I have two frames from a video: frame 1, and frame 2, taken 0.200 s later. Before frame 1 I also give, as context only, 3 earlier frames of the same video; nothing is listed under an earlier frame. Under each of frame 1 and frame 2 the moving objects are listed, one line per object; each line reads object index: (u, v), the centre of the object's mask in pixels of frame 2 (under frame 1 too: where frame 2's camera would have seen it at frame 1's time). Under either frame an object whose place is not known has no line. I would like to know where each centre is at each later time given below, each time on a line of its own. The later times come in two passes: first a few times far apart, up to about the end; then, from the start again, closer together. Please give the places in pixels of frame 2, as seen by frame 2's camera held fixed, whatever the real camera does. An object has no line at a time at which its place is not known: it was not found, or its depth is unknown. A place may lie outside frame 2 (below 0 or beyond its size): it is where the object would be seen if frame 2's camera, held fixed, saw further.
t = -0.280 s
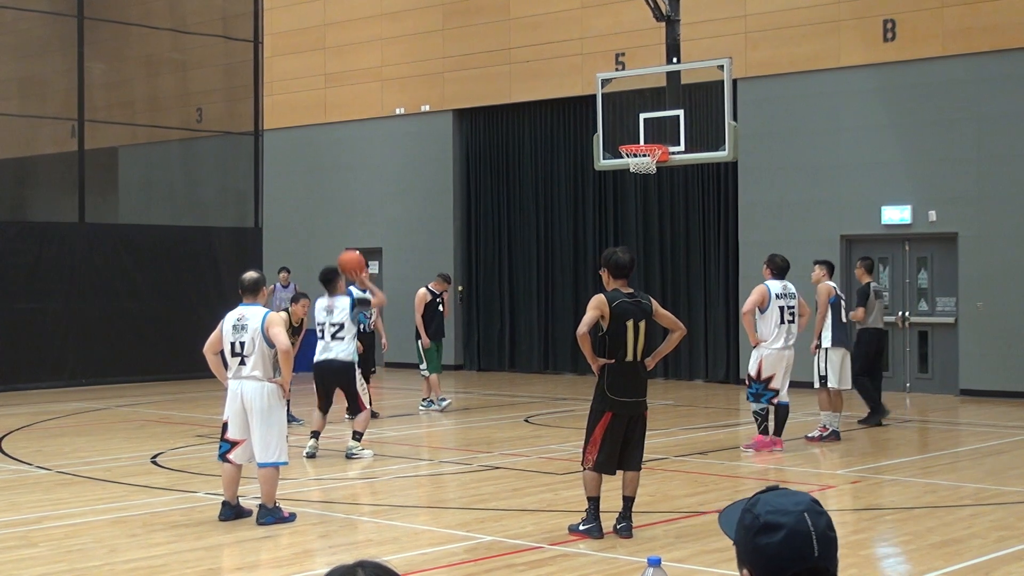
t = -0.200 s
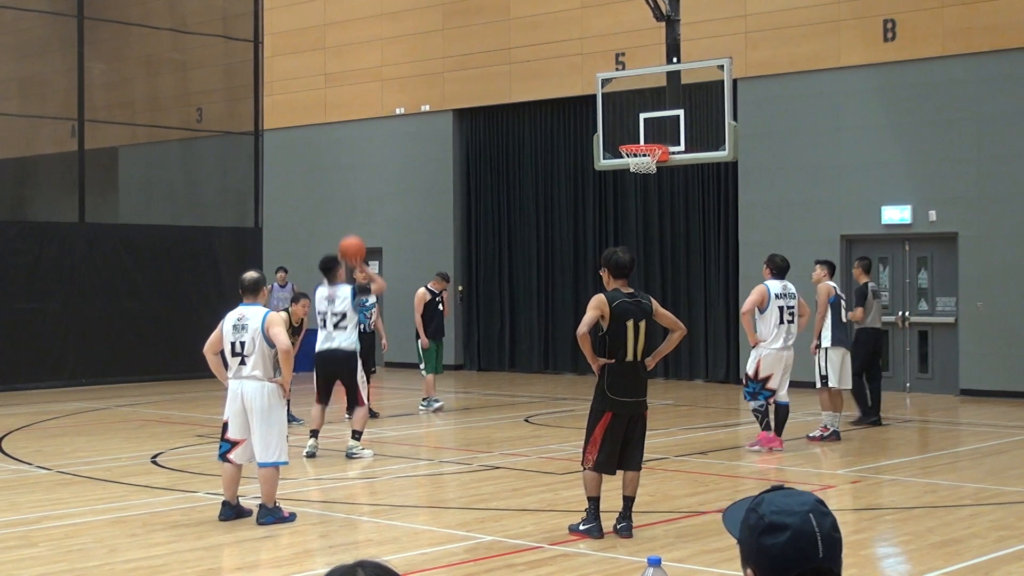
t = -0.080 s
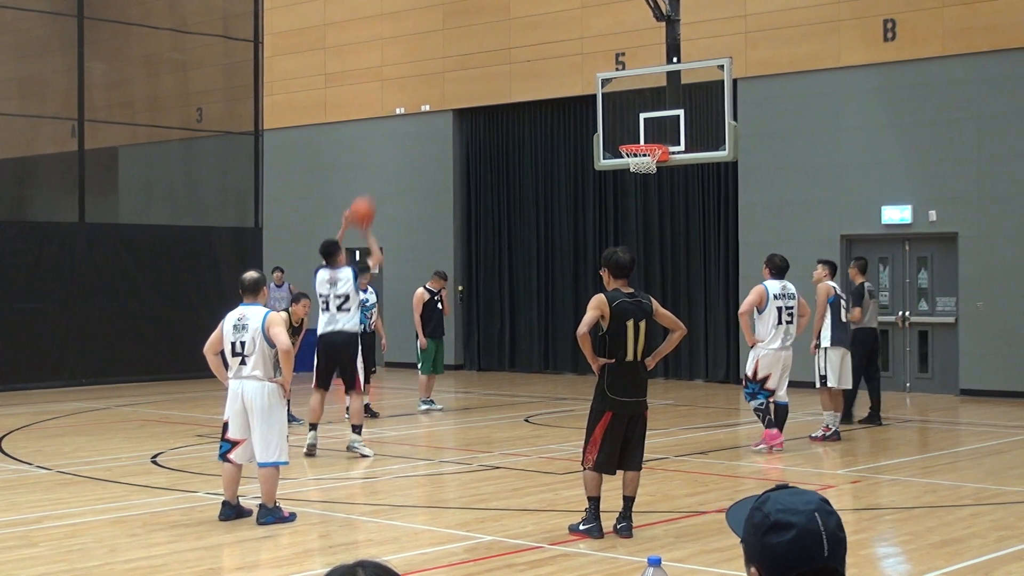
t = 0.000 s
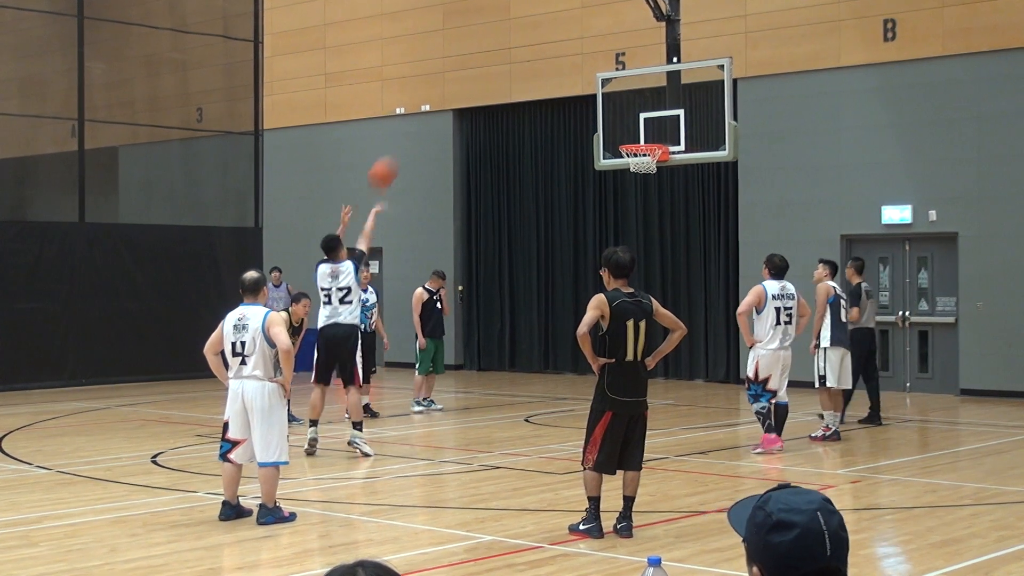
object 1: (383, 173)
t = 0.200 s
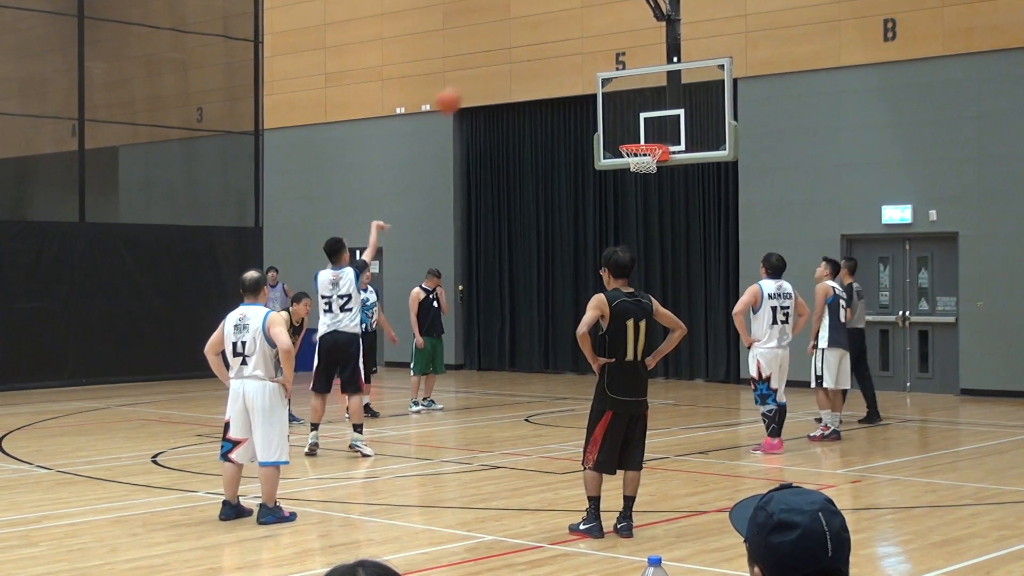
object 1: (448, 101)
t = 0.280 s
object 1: (472, 85)
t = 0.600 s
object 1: (559, 82)
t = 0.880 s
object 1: (615, 128)
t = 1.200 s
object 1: (593, 105)
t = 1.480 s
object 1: (575, 155)
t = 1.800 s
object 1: (557, 290)
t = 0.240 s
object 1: (460, 92)
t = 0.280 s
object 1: (472, 85)
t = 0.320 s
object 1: (483, 80)
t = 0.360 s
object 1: (495, 76)
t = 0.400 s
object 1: (505, 73)
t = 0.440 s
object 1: (516, 73)
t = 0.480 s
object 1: (527, 73)
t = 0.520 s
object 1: (538, 75)
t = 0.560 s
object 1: (549, 78)
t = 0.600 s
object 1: (559, 82)
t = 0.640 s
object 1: (570, 89)
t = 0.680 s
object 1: (580, 97)
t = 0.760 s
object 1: (599, 115)
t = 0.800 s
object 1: (610, 127)
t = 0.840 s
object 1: (617, 135)
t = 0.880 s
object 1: (615, 128)
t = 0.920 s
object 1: (612, 120)
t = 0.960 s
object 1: (610, 114)
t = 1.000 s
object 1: (607, 109)
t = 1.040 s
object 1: (604, 105)
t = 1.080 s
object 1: (601, 103)
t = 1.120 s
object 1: (598, 102)
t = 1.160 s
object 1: (596, 103)
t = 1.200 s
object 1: (593, 105)
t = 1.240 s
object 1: (590, 108)
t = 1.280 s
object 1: (587, 112)
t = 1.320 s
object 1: (585, 118)
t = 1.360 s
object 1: (583, 126)
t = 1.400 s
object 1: (581, 134)
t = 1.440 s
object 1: (578, 144)
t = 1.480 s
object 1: (575, 155)
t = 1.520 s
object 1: (573, 168)
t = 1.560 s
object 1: (571, 182)
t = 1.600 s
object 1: (568, 197)
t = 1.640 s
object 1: (566, 213)
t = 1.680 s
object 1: (564, 230)
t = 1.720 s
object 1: (561, 249)
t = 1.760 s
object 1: (559, 269)
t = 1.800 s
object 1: (557, 290)
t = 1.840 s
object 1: (554, 313)
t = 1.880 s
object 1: (552, 336)
